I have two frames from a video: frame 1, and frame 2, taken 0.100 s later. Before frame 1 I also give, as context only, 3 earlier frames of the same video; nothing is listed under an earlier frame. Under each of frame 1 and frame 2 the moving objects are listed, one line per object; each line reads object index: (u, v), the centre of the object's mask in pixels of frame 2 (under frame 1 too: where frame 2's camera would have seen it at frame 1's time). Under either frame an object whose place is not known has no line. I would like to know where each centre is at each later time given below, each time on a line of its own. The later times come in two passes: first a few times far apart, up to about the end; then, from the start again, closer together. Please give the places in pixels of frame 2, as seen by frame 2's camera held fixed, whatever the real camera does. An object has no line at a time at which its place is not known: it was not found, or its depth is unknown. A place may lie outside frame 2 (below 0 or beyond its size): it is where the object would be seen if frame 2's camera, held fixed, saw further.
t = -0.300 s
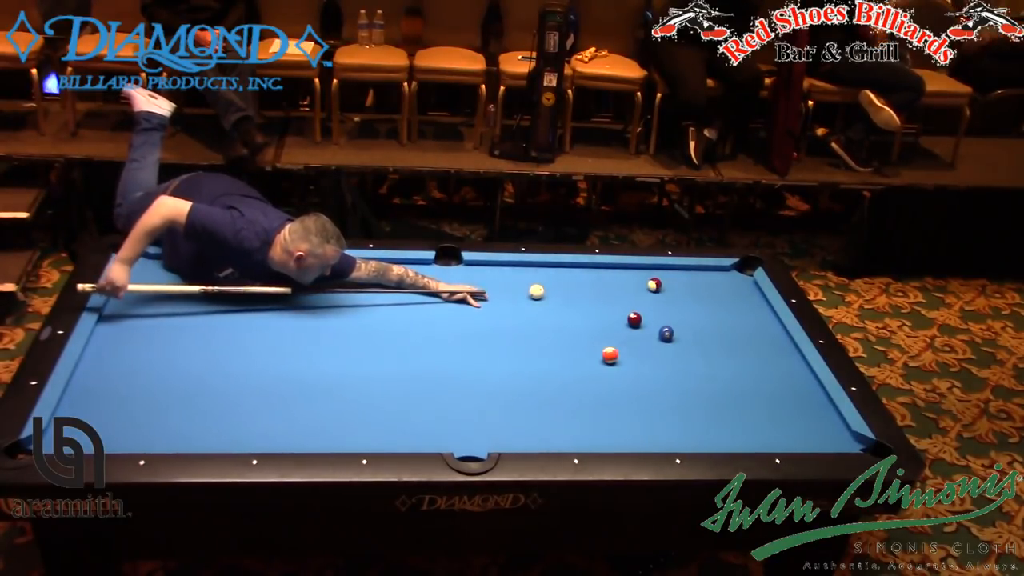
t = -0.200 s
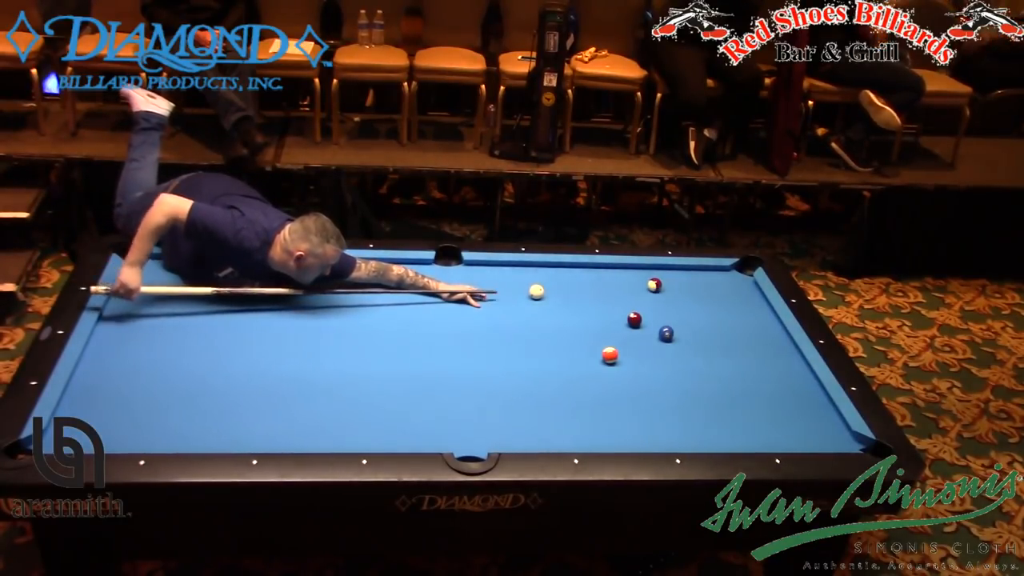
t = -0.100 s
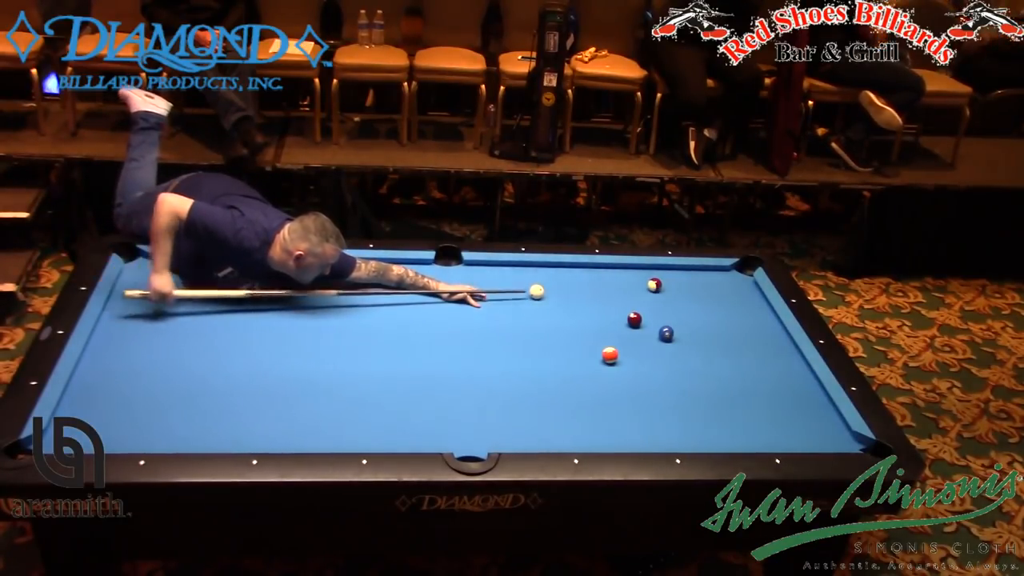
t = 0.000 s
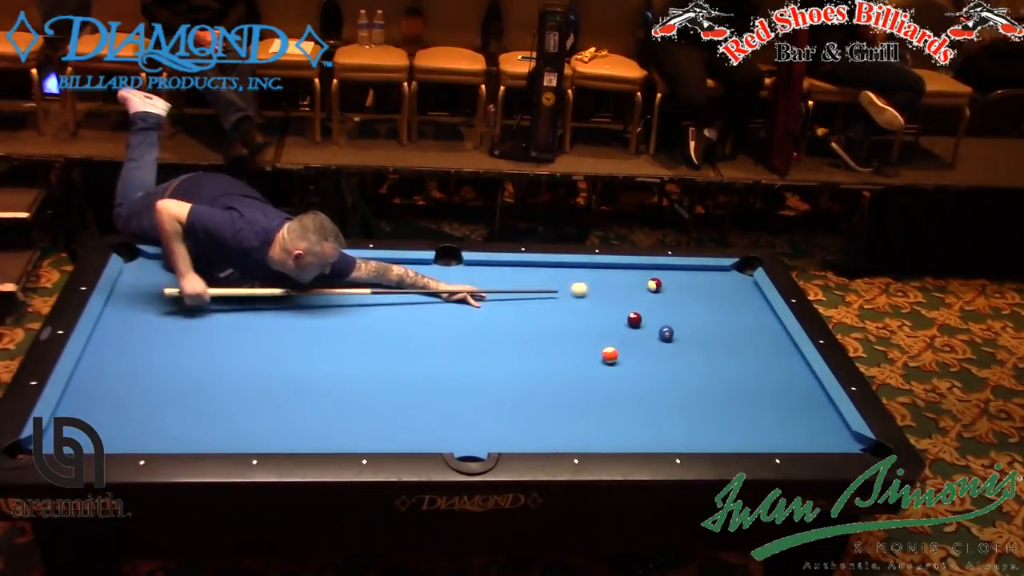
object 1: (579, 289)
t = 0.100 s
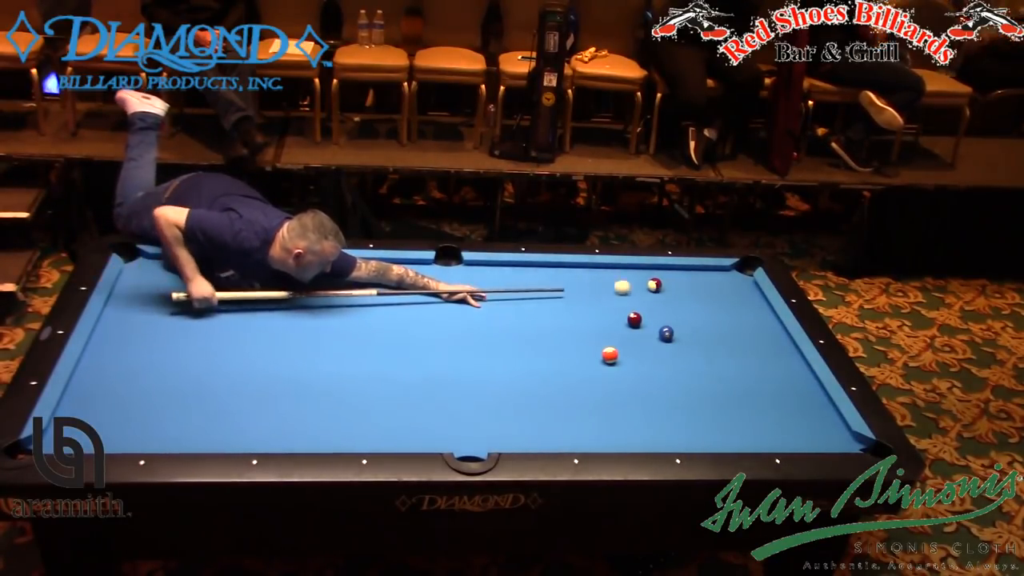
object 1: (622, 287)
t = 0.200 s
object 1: (645, 289)
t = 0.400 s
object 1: (668, 294)
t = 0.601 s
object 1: (695, 299)
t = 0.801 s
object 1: (721, 303)
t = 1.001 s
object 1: (746, 308)
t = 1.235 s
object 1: (766, 314)
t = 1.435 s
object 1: (758, 319)
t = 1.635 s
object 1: (750, 325)
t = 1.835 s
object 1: (742, 330)
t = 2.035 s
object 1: (735, 335)
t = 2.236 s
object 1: (728, 340)
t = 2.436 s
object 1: (721, 345)
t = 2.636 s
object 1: (715, 349)
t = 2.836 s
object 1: (708, 353)
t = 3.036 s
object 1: (703, 358)
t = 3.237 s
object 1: (698, 361)
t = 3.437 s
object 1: (692, 365)
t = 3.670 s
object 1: (687, 368)
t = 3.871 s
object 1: (683, 371)
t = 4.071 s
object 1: (679, 373)
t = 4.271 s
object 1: (676, 375)
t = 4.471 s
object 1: (673, 377)
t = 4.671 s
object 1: (671, 379)
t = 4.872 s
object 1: (669, 380)
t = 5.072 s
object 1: (668, 381)
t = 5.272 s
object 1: (667, 381)
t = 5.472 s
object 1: (667, 381)
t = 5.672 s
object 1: (666, 381)
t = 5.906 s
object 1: (667, 381)
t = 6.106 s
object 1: (667, 381)
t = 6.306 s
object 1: (667, 381)
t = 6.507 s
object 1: (666, 381)
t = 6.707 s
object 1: (667, 381)
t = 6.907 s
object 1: (670, 382)
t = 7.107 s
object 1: (668, 381)
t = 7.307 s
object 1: (662, 382)
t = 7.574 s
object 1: (671, 379)
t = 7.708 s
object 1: (667, 381)
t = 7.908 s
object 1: (667, 381)
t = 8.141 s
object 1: (667, 382)
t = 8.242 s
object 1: (670, 381)
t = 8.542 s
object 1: (667, 381)
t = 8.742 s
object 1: (666, 381)
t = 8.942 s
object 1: (666, 381)
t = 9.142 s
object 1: (667, 381)
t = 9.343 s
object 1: (666, 381)
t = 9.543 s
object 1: (667, 381)
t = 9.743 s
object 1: (667, 381)
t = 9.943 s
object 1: (666, 381)
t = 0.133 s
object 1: (635, 287)
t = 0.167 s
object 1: (643, 287)
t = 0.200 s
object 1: (645, 289)
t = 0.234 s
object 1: (648, 290)
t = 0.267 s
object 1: (651, 291)
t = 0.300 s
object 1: (655, 291)
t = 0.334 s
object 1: (659, 292)
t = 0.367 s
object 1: (663, 293)
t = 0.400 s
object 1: (668, 294)
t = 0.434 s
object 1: (672, 295)
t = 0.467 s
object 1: (677, 296)
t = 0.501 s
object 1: (681, 296)
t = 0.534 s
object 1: (686, 297)
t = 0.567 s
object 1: (690, 298)
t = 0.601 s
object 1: (695, 299)
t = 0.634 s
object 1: (699, 300)
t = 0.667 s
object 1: (703, 300)
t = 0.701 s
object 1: (708, 301)
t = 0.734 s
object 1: (712, 302)
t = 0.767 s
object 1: (716, 303)
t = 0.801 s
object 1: (721, 303)
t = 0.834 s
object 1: (725, 304)
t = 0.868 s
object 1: (729, 305)
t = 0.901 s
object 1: (734, 306)
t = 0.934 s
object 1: (737, 307)
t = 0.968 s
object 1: (742, 307)
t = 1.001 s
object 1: (746, 308)
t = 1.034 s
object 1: (750, 309)
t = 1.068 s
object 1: (754, 310)
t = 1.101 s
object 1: (758, 310)
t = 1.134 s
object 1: (762, 311)
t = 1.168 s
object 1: (767, 312)
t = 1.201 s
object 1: (768, 313)
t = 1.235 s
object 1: (766, 314)
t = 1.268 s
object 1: (765, 315)
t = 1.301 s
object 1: (763, 315)
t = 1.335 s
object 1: (762, 316)
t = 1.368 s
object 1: (761, 317)
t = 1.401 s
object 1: (759, 318)
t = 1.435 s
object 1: (758, 319)
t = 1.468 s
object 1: (757, 320)
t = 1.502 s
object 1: (756, 321)
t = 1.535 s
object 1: (754, 322)
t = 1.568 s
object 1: (753, 323)
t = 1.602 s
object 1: (751, 324)
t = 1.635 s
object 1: (750, 325)
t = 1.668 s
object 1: (749, 326)
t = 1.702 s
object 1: (747, 327)
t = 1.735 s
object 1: (746, 328)
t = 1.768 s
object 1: (745, 328)
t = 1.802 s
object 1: (743, 329)
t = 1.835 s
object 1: (742, 330)
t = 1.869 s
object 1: (741, 331)
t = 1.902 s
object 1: (740, 332)
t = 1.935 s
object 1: (738, 333)
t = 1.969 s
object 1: (737, 334)
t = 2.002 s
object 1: (736, 334)
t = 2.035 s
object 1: (735, 335)
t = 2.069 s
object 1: (734, 336)
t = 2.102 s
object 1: (733, 337)
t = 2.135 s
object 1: (731, 338)
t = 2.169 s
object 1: (730, 339)
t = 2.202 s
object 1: (729, 339)
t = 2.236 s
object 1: (728, 340)
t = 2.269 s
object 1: (727, 341)
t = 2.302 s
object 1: (725, 342)
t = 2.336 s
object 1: (724, 343)
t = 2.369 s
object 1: (723, 343)
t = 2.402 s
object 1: (722, 344)
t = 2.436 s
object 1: (721, 345)
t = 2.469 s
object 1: (720, 346)
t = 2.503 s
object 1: (719, 346)
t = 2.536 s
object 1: (718, 347)
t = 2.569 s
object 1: (716, 348)
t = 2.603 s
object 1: (716, 348)
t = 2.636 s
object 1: (715, 349)
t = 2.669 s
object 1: (713, 350)
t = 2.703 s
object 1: (712, 351)
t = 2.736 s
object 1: (712, 352)
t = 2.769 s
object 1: (711, 352)
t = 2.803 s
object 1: (709, 353)
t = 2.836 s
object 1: (708, 353)
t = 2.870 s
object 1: (707, 355)
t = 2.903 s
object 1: (707, 355)
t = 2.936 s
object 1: (706, 356)
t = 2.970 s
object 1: (705, 356)
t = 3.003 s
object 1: (704, 357)
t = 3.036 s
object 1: (703, 358)
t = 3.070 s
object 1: (702, 358)
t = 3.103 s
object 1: (701, 359)
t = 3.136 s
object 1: (700, 360)
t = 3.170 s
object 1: (699, 360)
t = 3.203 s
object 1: (699, 361)
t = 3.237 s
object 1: (698, 361)
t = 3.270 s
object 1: (697, 362)
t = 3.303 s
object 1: (696, 363)
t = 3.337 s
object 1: (695, 363)
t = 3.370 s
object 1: (694, 364)
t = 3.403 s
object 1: (693, 364)
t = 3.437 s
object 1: (692, 365)
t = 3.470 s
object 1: (692, 365)
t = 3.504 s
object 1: (691, 366)
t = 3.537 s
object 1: (690, 366)
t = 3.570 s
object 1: (689, 367)
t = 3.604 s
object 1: (688, 367)
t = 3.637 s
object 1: (688, 368)
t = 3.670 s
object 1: (687, 368)
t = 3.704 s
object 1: (686, 369)
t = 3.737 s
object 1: (685, 369)
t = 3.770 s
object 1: (684, 370)
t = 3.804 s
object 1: (684, 370)
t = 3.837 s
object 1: (683, 370)
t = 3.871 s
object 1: (683, 371)
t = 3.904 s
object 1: (682, 371)
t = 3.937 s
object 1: (681, 372)
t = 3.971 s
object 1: (681, 372)
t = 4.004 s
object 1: (680, 373)
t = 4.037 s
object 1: (679, 373)
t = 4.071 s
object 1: (679, 373)
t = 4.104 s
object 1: (678, 374)
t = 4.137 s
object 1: (678, 374)
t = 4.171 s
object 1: (677, 374)
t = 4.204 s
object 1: (677, 375)
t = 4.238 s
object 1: (676, 375)
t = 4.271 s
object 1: (676, 375)
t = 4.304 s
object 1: (675, 376)
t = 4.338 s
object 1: (675, 376)
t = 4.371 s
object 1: (674, 376)
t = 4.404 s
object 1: (674, 377)
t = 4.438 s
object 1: (673, 377)
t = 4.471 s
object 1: (673, 377)
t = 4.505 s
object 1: (673, 378)
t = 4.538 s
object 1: (673, 378)
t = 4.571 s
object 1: (672, 378)
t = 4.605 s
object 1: (672, 378)
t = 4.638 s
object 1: (671, 378)
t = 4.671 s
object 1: (671, 379)
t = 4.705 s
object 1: (671, 379)
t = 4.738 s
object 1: (670, 379)
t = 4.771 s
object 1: (670, 379)
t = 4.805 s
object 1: (670, 379)
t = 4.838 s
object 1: (670, 380)
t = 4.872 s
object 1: (669, 380)
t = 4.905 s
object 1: (669, 380)
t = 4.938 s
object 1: (669, 380)
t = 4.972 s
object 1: (669, 380)
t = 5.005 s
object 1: (668, 380)
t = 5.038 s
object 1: (668, 381)
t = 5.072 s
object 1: (668, 381)
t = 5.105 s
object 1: (668, 381)
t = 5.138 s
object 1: (668, 381)
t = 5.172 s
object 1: (668, 381)
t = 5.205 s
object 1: (668, 381)
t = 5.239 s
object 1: (667, 381)
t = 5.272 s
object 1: (667, 381)
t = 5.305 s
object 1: (667, 381)
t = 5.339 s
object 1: (667, 381)
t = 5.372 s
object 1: (667, 381)
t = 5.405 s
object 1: (667, 381)
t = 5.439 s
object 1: (667, 381)
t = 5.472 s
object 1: (667, 381)
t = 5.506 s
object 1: (667, 381)
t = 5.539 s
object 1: (667, 381)
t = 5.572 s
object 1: (667, 381)
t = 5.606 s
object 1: (666, 381)
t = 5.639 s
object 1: (667, 381)
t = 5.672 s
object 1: (666, 381)
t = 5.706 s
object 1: (666, 381)
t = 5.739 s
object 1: (667, 381)
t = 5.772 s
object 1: (667, 381)
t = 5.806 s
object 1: (666, 381)
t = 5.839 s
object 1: (667, 381)
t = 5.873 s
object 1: (667, 381)
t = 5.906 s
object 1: (667, 381)
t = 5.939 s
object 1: (666, 381)
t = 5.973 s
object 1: (667, 381)
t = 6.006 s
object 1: (667, 381)
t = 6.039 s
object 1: (666, 381)
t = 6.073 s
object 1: (667, 381)
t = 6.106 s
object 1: (667, 381)
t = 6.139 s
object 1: (667, 381)
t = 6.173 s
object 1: (667, 381)
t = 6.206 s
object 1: (667, 381)
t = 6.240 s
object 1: (666, 381)
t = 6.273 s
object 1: (666, 381)
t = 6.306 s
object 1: (667, 381)
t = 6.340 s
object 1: (666, 381)
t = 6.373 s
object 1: (666, 381)
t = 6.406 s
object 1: (667, 381)
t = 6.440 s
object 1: (667, 381)
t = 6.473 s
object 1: (667, 381)
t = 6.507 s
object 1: (666, 381)
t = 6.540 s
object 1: (666, 381)
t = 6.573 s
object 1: (666, 381)
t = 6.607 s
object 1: (666, 381)
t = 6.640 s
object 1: (667, 381)
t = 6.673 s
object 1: (667, 381)
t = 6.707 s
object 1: (667, 381)
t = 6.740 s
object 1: (666, 381)
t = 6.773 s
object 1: (666, 382)
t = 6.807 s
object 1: (665, 382)
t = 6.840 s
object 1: (665, 381)
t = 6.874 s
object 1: (668, 382)
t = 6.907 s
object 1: (670, 382)
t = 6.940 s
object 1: (669, 382)
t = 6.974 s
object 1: (669, 381)
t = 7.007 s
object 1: (669, 382)
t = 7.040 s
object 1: (668, 382)
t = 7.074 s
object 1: (668, 381)
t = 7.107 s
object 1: (668, 381)
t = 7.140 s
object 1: (667, 381)
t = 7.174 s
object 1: (667, 381)
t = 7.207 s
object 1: (667, 381)
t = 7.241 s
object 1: (666, 381)
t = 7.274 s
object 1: (666, 381)
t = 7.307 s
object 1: (662, 382)
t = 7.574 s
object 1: (671, 379)
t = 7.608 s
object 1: (668, 381)
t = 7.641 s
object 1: (667, 381)
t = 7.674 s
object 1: (667, 381)
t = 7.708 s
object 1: (667, 381)
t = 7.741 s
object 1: (667, 381)
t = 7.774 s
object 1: (666, 381)
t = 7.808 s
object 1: (667, 381)
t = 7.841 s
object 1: (666, 381)
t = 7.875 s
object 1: (667, 381)
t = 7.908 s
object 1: (667, 381)
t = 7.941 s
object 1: (667, 381)
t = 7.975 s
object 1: (667, 381)
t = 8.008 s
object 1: (667, 381)
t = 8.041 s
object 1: (667, 381)
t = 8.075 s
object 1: (667, 381)
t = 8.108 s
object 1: (667, 381)
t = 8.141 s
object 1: (667, 382)
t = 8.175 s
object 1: (667, 382)
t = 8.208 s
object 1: (667, 381)
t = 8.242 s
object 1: (670, 381)
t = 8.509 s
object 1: (665, 380)
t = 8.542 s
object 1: (667, 381)
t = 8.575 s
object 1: (667, 381)
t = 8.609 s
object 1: (666, 381)
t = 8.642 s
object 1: (667, 381)
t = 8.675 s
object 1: (667, 381)
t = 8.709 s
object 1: (667, 381)
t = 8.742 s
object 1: (666, 381)
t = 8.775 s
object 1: (666, 381)
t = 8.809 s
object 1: (667, 381)
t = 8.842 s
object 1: (667, 381)
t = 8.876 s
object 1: (667, 381)
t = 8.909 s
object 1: (666, 381)
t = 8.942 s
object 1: (666, 381)
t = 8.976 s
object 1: (667, 381)
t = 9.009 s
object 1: (667, 381)
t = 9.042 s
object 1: (666, 381)
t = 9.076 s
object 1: (666, 381)
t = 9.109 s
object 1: (667, 381)
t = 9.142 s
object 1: (667, 381)
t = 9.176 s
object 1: (667, 381)
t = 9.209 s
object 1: (666, 381)
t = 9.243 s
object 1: (666, 381)
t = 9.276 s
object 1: (666, 381)
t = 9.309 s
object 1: (667, 381)
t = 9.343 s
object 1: (666, 381)
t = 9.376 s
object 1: (666, 381)
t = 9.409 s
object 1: (667, 381)
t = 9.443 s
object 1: (666, 381)
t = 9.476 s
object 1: (666, 381)
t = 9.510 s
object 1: (666, 381)
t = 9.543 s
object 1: (667, 381)
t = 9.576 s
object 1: (666, 381)
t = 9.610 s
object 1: (667, 381)
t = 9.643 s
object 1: (667, 381)
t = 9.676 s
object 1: (667, 381)
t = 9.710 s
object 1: (666, 381)
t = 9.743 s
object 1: (667, 381)
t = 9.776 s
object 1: (666, 381)
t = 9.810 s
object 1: (667, 381)
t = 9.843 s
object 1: (666, 381)
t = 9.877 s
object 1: (666, 381)
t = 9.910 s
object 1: (667, 381)
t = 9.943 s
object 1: (666, 381)
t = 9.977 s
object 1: (666, 381)
